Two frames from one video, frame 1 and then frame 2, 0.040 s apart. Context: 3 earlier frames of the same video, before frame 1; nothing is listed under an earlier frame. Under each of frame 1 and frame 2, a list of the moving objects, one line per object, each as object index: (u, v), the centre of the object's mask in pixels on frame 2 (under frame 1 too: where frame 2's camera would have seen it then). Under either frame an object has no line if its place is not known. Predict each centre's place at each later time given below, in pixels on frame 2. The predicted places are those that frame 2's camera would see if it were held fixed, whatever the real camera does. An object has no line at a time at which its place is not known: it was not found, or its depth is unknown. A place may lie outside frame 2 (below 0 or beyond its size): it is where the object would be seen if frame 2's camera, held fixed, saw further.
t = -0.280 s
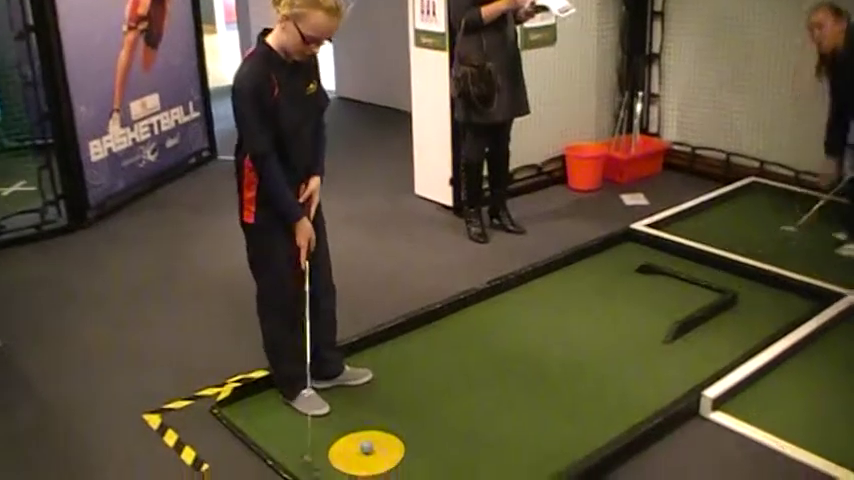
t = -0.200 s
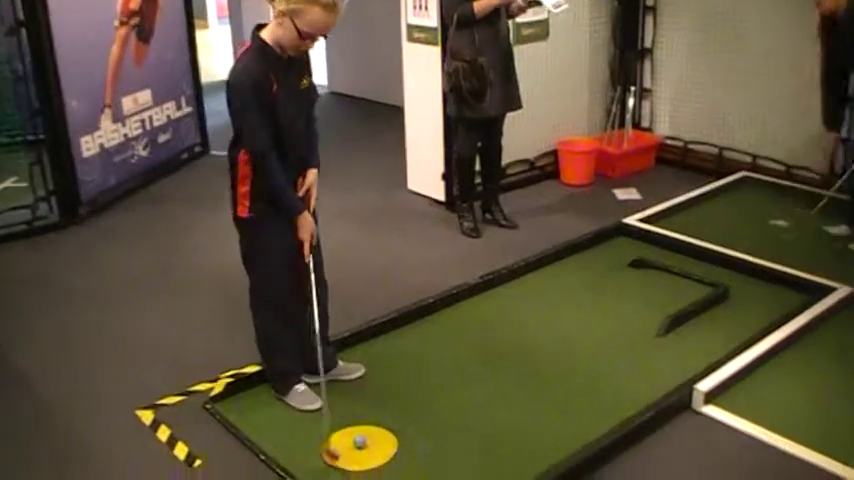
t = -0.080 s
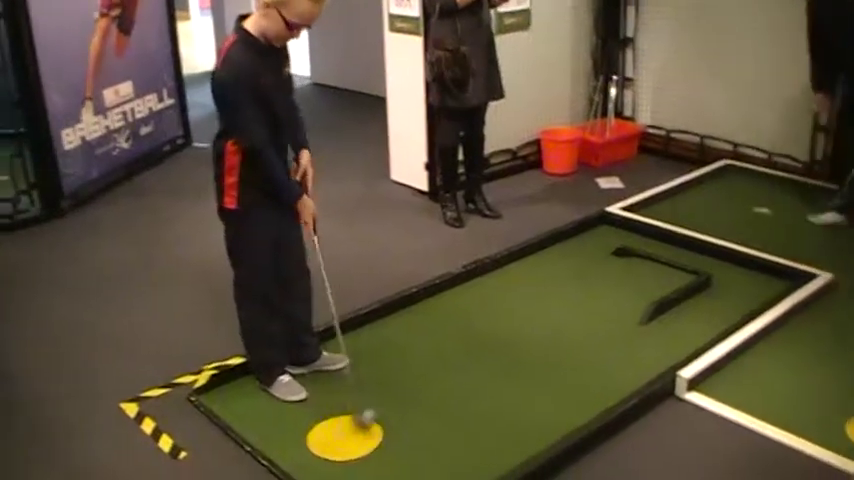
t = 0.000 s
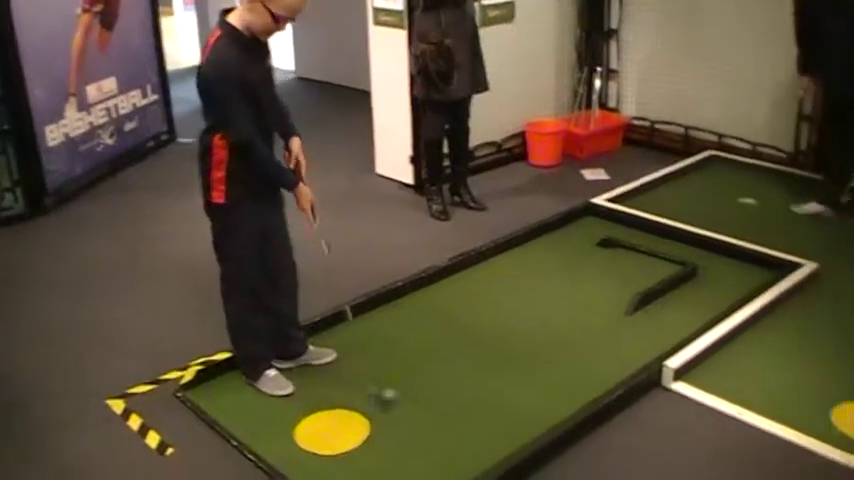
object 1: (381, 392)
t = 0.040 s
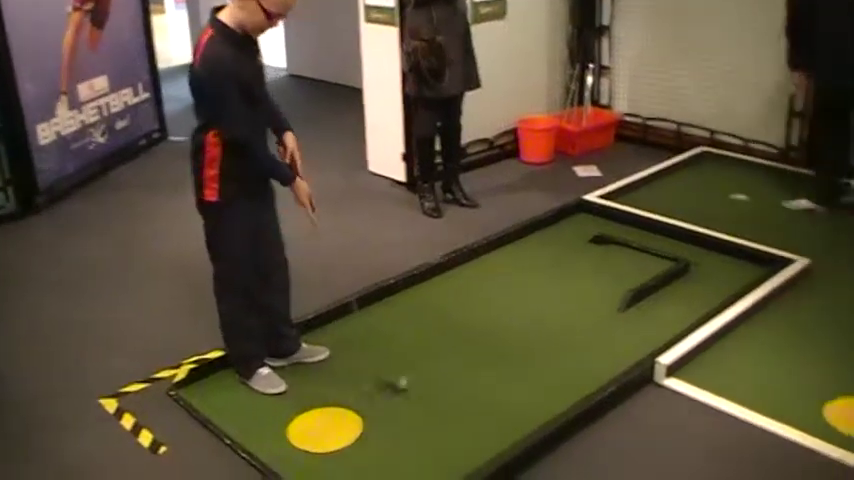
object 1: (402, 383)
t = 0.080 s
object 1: (419, 374)
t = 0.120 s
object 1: (436, 367)
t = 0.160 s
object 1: (451, 357)
